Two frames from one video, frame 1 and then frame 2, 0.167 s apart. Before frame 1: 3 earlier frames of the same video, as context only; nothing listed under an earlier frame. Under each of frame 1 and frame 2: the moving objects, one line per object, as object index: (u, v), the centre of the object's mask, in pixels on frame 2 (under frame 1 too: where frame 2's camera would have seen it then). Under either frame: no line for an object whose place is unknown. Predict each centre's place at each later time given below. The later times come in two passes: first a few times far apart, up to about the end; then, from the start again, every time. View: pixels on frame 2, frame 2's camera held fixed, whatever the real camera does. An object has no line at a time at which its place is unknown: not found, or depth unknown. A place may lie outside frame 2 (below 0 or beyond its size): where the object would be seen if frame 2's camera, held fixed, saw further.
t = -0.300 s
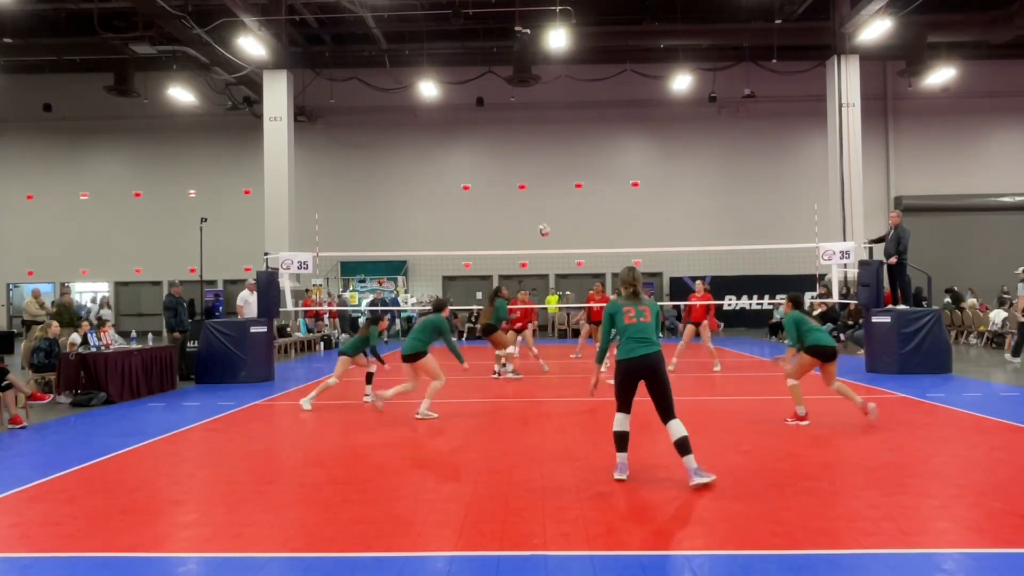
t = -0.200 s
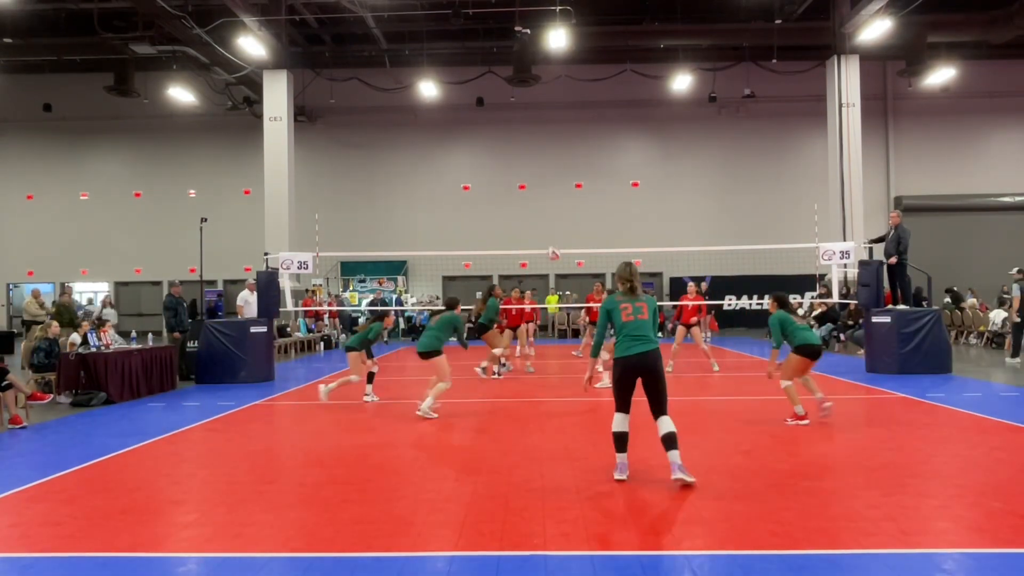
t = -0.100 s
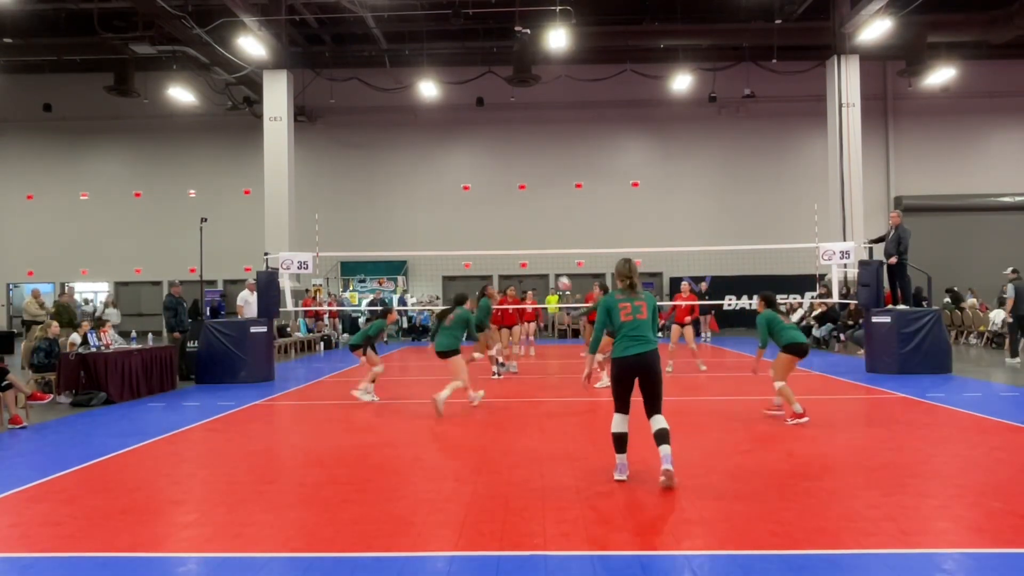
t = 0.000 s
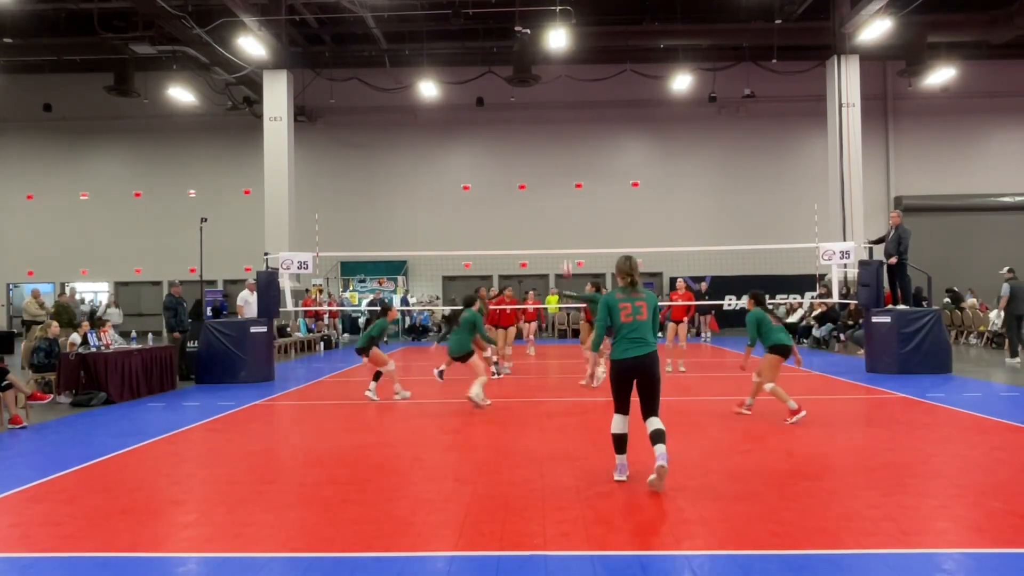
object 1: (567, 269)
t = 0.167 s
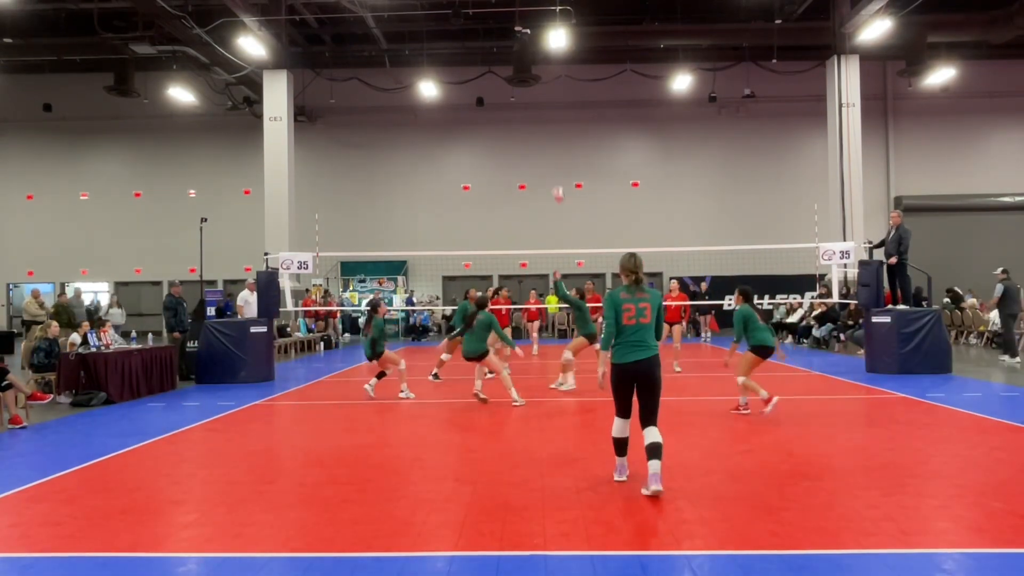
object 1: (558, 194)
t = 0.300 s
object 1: (552, 149)
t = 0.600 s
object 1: (540, 88)
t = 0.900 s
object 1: (529, 84)
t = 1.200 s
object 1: (518, 137)
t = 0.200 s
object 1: (557, 181)
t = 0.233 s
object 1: (555, 170)
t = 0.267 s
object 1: (554, 159)
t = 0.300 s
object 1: (552, 149)
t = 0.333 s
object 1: (551, 139)
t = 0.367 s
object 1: (550, 130)
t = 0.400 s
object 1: (548, 122)
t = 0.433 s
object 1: (547, 115)
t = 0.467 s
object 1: (546, 109)
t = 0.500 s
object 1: (544, 102)
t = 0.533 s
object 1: (543, 97)
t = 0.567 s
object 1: (541, 92)
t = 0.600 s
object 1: (540, 88)
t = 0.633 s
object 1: (539, 85)
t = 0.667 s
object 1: (538, 82)
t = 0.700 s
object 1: (536, 80)
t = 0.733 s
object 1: (535, 79)
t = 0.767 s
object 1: (534, 79)
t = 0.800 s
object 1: (532, 79)
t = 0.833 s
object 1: (531, 80)
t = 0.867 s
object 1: (530, 82)
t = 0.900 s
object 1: (529, 84)
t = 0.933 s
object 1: (528, 87)
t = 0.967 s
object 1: (527, 91)
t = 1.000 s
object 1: (525, 95)
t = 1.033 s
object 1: (524, 101)
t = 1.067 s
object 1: (523, 107)
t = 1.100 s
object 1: (522, 113)
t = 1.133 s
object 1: (521, 120)
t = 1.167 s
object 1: (519, 128)
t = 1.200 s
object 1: (518, 137)
